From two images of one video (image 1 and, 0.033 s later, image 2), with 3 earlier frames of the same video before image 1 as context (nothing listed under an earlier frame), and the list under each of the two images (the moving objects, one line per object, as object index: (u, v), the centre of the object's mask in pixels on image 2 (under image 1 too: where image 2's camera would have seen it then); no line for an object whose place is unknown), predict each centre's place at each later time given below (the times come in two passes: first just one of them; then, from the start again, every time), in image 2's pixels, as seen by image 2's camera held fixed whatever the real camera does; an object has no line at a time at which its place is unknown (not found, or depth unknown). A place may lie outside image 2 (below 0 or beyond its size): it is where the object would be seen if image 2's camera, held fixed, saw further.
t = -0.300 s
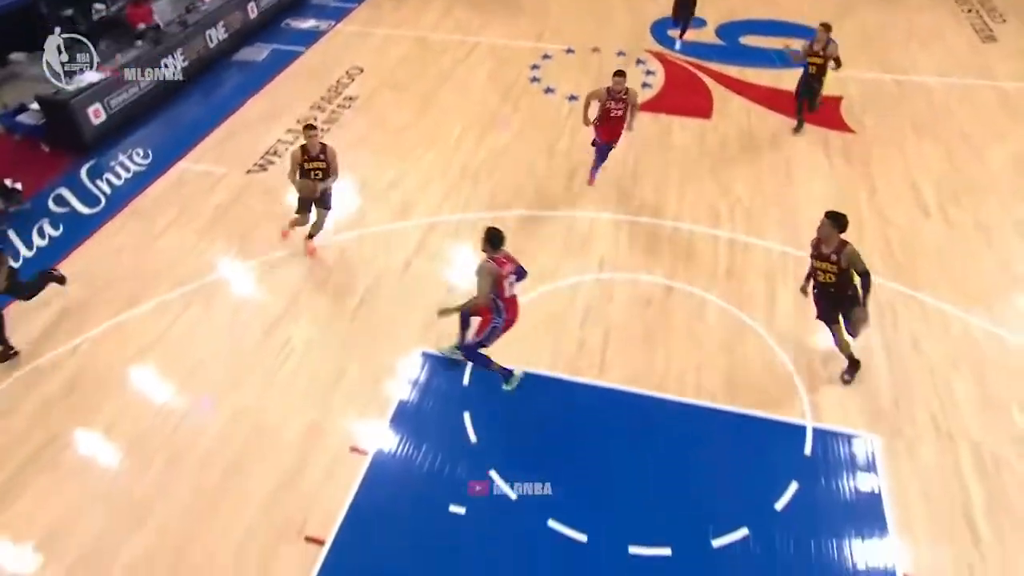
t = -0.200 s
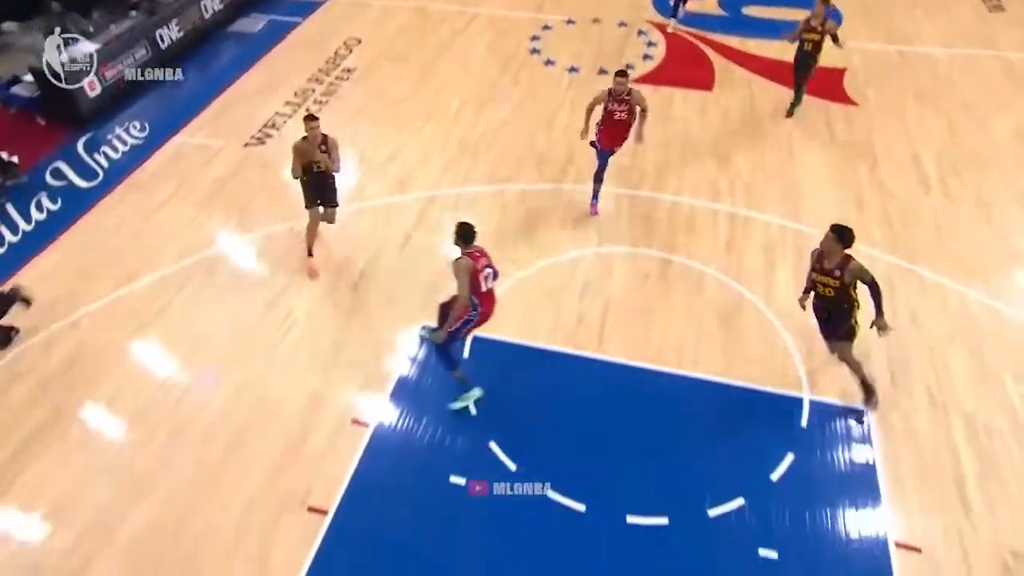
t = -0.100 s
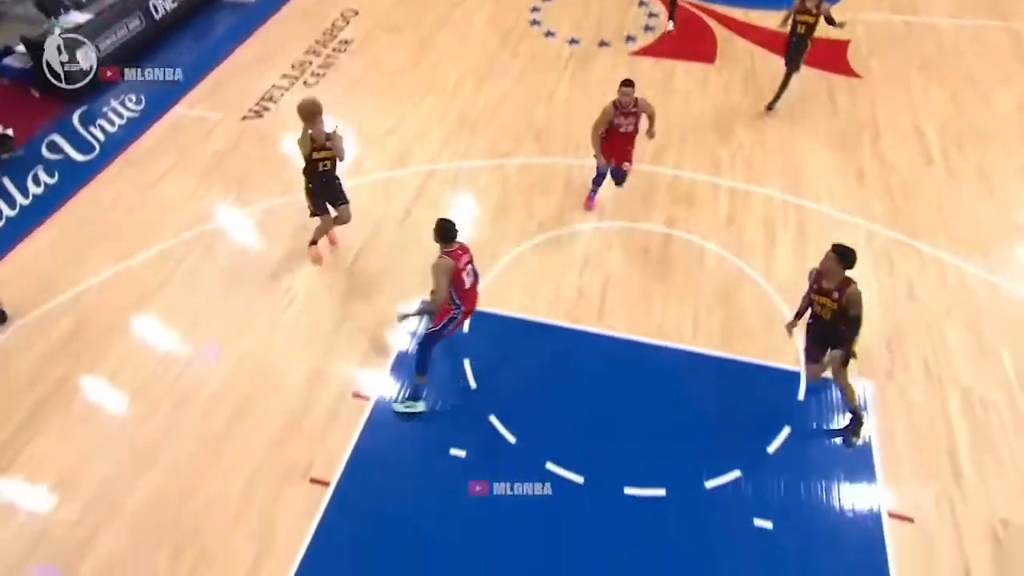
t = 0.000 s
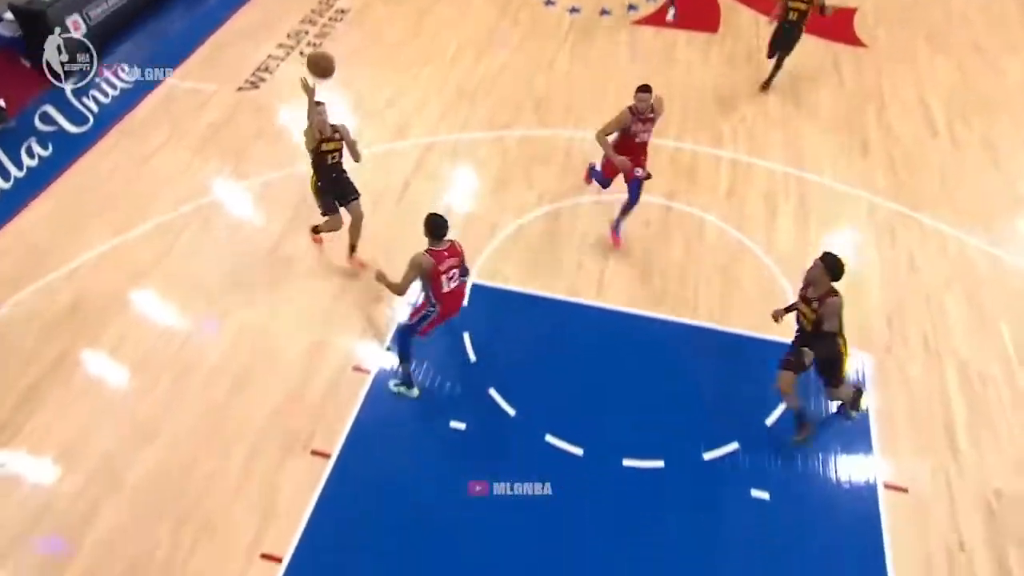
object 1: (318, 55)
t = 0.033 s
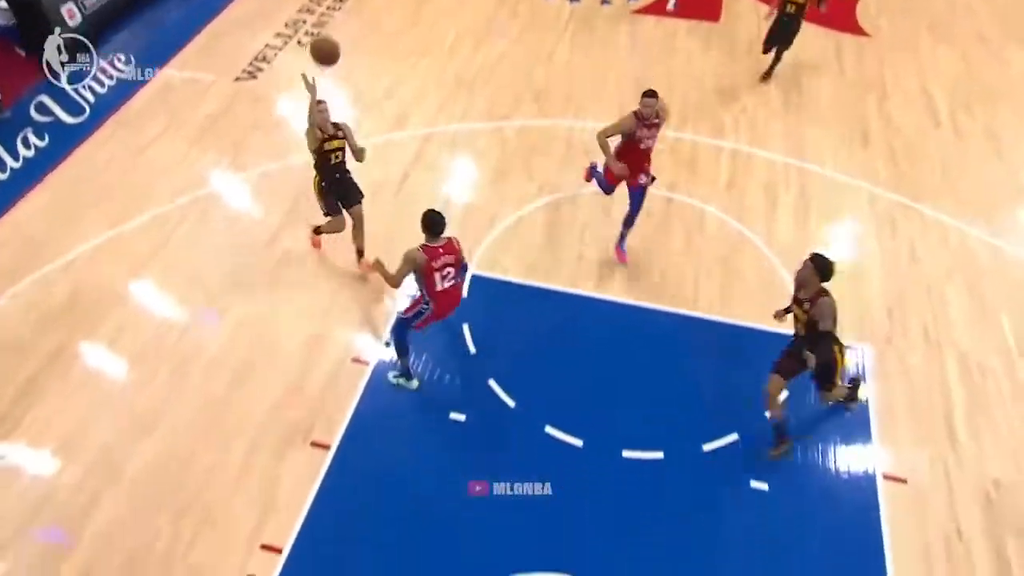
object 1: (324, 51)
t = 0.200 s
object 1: (372, 60)
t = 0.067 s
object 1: (332, 48)
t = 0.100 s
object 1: (340, 47)
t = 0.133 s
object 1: (349, 47)
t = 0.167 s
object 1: (360, 53)
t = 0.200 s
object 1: (372, 60)
